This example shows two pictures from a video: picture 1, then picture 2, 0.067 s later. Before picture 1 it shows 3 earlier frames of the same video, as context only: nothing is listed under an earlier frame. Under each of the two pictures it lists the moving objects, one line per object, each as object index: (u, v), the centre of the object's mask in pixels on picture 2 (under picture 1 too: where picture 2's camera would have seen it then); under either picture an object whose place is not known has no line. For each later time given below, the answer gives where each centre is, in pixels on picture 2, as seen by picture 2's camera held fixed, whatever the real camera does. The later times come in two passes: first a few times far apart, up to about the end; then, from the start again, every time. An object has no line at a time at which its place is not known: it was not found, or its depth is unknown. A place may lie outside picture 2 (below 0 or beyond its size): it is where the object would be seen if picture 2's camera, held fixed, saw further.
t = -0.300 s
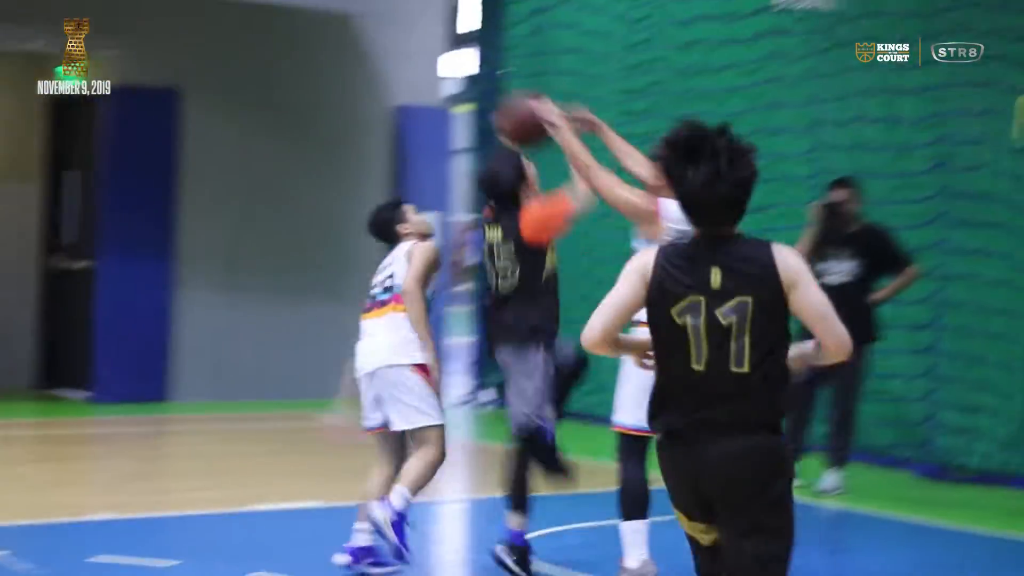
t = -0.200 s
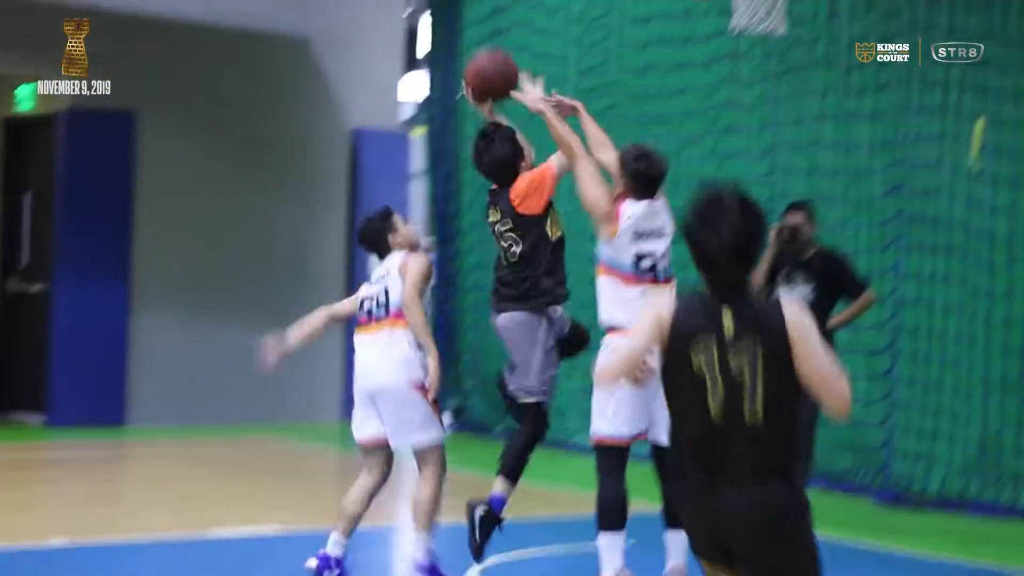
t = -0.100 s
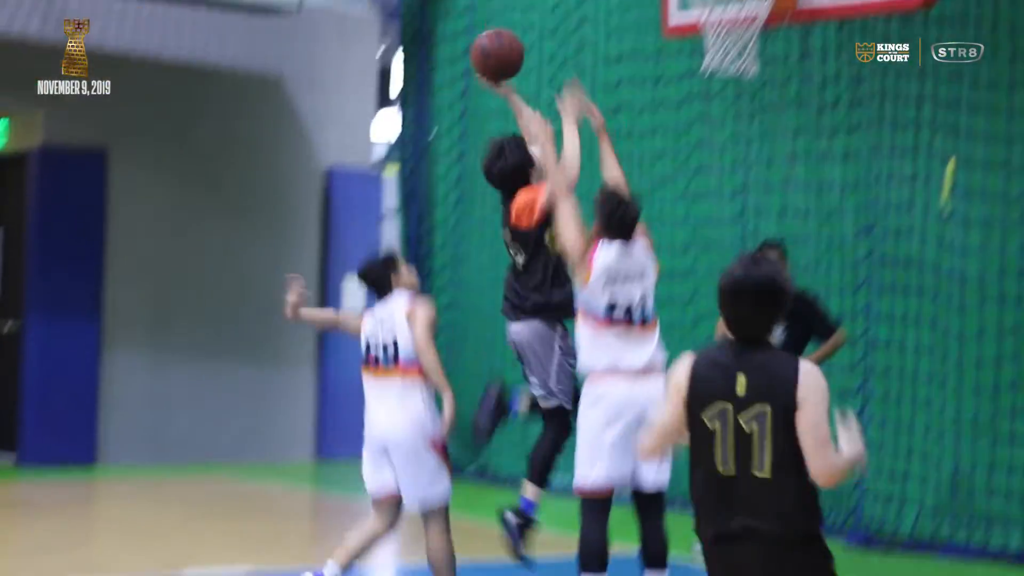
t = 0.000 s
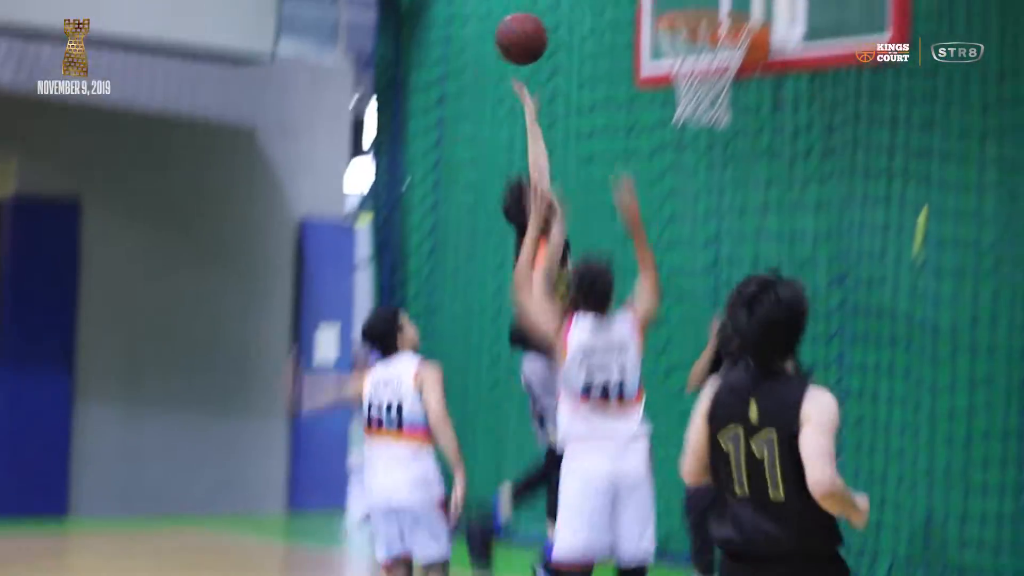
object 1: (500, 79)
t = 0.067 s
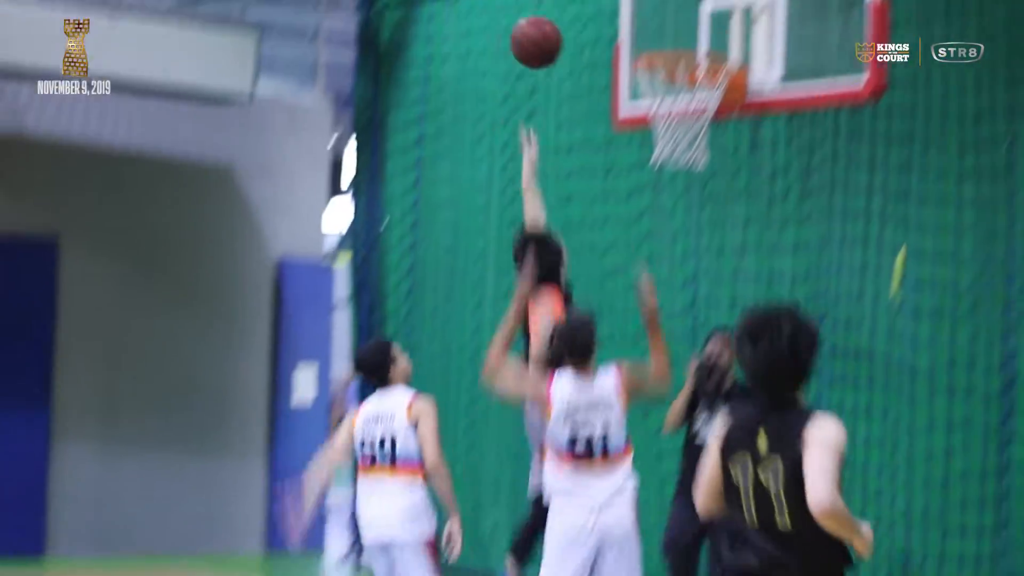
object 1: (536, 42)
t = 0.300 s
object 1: (653, -6)
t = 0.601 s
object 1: (687, 76)
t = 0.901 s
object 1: (658, 119)
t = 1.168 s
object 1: (694, 205)
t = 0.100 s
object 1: (553, 27)
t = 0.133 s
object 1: (571, 15)
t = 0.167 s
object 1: (587, 6)
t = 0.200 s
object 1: (603, -1)
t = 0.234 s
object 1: (621, -4)
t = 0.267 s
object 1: (638, -6)
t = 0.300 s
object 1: (653, -6)
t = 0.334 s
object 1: (670, -3)
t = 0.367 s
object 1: (685, 2)
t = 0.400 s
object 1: (701, 8)
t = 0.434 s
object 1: (716, 18)
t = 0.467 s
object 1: (729, 29)
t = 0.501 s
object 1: (720, 37)
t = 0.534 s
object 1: (709, 43)
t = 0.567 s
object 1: (700, 58)
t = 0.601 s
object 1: (687, 76)
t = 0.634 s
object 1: (678, 90)
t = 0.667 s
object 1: (667, 104)
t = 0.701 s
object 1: (661, 108)
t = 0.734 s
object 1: (657, 107)
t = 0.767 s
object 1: (655, 108)
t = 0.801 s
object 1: (654, 108)
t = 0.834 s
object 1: (655, 110)
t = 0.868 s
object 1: (656, 113)
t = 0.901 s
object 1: (658, 119)
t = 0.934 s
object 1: (660, 128)
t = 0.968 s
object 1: (663, 135)
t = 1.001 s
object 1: (667, 139)
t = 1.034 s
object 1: (673, 147)
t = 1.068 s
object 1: (681, 164)
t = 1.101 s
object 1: (686, 179)
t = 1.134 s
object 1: (689, 189)
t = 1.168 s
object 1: (694, 205)
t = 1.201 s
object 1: (697, 222)
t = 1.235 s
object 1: (701, 241)
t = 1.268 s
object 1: (703, 264)
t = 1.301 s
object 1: (706, 287)
